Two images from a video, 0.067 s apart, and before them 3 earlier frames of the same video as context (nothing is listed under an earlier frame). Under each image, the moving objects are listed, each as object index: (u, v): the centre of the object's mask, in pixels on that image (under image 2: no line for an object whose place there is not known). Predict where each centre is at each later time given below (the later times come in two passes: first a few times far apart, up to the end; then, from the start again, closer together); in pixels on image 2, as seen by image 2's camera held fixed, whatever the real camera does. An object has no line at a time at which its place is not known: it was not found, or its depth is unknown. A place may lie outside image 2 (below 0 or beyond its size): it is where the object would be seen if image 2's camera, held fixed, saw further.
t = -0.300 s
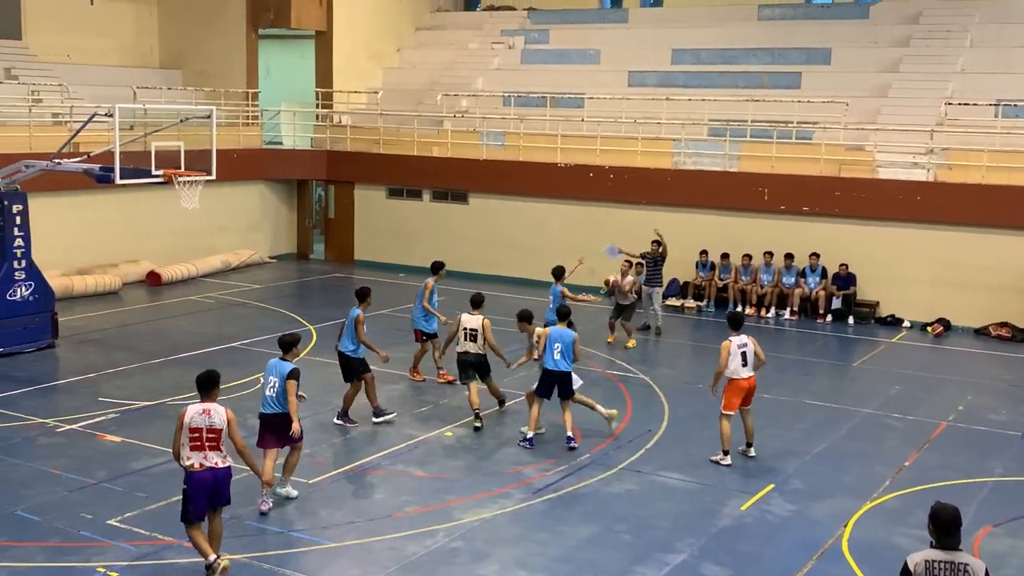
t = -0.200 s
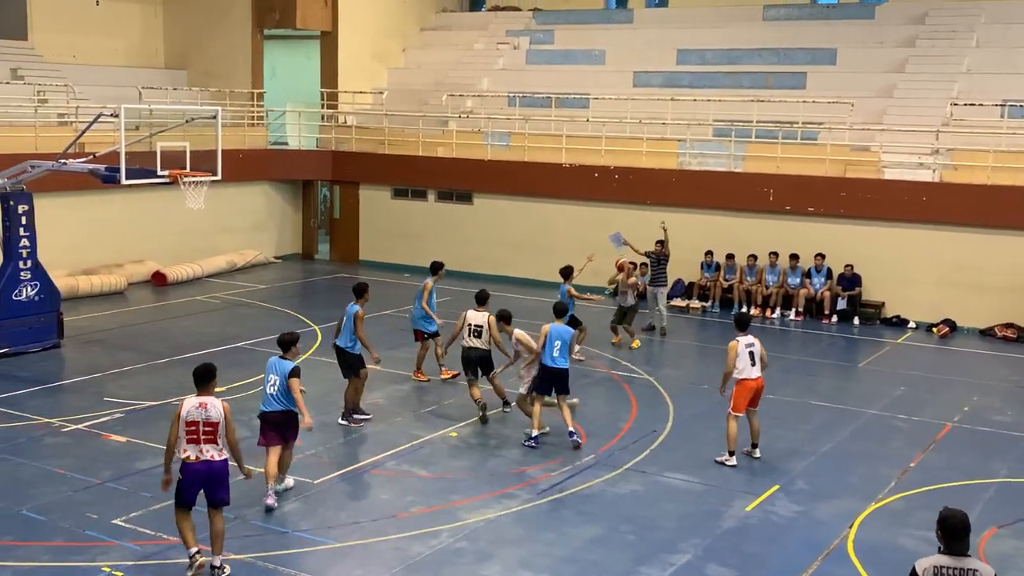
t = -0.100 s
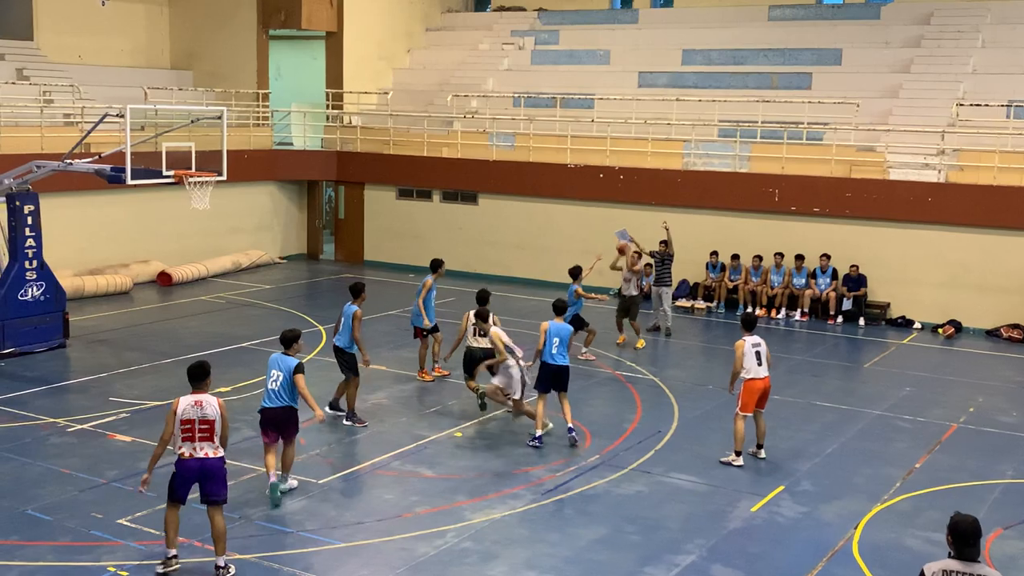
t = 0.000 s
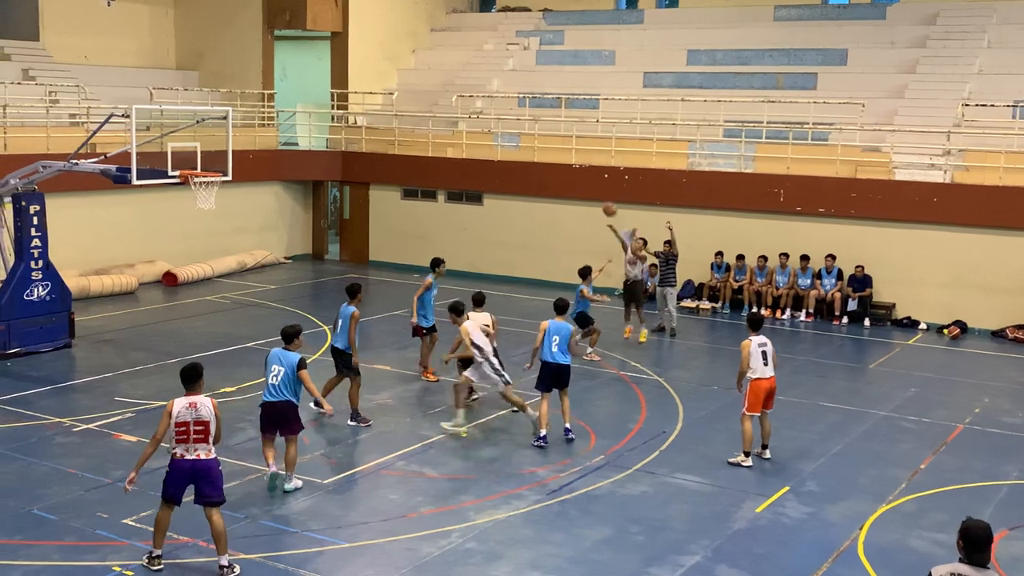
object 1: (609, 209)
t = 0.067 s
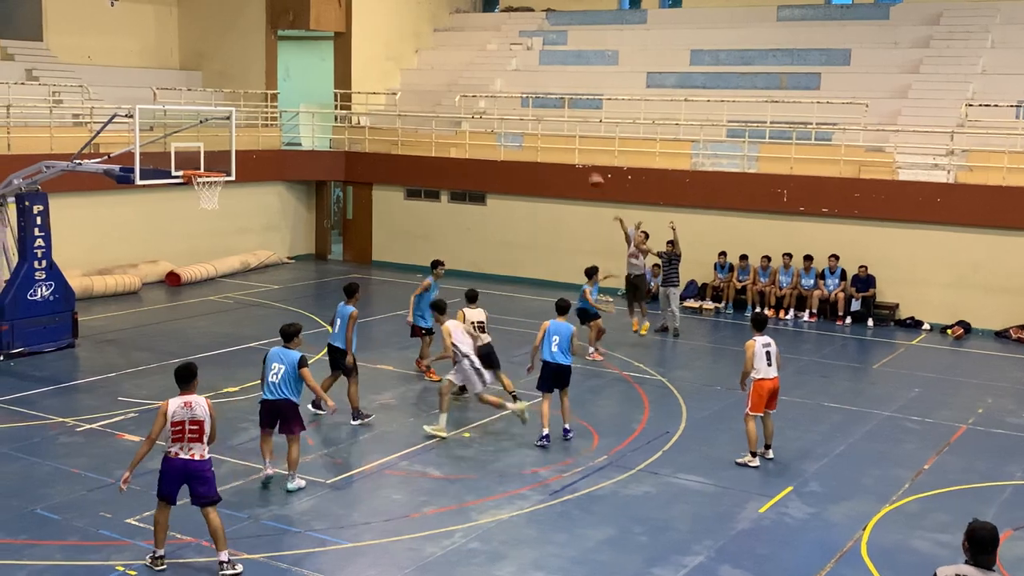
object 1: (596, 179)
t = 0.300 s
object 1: (535, 96)
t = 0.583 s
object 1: (458, 34)
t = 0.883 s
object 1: (369, 23)
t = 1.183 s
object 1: (277, 72)
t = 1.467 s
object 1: (202, 160)
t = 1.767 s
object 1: (237, 135)
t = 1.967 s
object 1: (265, 154)
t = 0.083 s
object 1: (592, 173)
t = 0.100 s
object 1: (589, 166)
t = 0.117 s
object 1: (583, 161)
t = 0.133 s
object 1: (578, 154)
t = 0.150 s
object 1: (575, 147)
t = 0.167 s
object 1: (570, 141)
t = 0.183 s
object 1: (566, 134)
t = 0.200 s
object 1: (562, 129)
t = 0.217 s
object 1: (557, 123)
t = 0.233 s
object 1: (553, 118)
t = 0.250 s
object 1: (549, 112)
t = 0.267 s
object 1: (545, 107)
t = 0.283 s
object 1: (540, 101)
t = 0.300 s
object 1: (535, 96)
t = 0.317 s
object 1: (531, 91)
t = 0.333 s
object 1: (527, 87)
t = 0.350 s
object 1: (522, 82)
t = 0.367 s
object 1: (517, 78)
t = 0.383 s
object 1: (513, 75)
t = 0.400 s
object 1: (509, 70)
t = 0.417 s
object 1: (504, 67)
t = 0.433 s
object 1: (499, 62)
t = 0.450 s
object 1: (495, 58)
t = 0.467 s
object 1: (490, 54)
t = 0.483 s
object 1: (486, 50)
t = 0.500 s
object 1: (481, 48)
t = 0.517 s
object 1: (476, 45)
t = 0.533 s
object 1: (472, 42)
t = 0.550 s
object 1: (467, 39)
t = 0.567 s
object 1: (462, 37)
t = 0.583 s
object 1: (458, 34)
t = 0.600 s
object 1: (453, 32)
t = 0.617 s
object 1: (448, 31)
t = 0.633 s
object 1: (443, 28)
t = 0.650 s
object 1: (439, 27)
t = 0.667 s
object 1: (434, 25)
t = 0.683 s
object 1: (429, 24)
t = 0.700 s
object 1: (424, 23)
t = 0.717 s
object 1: (419, 22)
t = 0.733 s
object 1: (414, 22)
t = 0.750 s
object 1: (409, 21)
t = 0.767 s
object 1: (404, 21)
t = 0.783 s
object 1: (399, 20)
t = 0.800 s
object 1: (394, 20)
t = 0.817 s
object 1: (389, 20)
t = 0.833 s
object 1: (384, 21)
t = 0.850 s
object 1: (379, 23)
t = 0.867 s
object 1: (374, 22)
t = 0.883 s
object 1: (369, 23)
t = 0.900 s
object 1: (364, 24)
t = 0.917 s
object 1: (359, 26)
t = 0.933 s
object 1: (355, 27)
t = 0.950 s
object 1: (350, 28)
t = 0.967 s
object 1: (344, 30)
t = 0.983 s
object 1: (340, 33)
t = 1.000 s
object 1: (334, 35)
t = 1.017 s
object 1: (329, 37)
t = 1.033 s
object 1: (323, 40)
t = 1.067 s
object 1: (313, 46)
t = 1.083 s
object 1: (308, 49)
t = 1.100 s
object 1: (303, 52)
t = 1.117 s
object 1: (297, 56)
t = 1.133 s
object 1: (292, 60)
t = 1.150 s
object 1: (287, 64)
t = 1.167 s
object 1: (282, 68)
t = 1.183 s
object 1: (277, 72)
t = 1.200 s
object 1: (271, 77)
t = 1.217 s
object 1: (266, 82)
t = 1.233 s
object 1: (261, 86)
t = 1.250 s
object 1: (256, 92)
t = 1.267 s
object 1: (250, 97)
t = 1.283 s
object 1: (243, 103)
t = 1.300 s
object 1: (239, 110)
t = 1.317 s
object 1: (235, 115)
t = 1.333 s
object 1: (229, 121)
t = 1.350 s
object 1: (224, 127)
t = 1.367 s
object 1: (219, 134)
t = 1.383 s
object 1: (213, 139)
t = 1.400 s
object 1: (207, 147)
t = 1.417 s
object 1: (202, 152)
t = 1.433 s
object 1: (198, 158)
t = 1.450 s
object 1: (200, 162)
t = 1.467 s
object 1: (202, 160)
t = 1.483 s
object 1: (204, 158)
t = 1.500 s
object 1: (206, 154)
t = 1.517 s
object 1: (208, 151)
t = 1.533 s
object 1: (210, 149)
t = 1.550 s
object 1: (212, 147)
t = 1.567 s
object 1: (213, 145)
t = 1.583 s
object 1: (216, 144)
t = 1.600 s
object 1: (217, 143)
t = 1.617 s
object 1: (219, 141)
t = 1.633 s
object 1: (222, 139)
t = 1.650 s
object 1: (224, 138)
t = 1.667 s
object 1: (226, 137)
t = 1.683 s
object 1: (227, 136)
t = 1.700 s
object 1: (230, 136)
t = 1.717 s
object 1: (231, 136)
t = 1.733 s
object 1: (233, 135)
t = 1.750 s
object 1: (236, 134)
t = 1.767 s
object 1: (237, 135)
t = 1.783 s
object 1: (240, 136)
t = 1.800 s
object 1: (242, 136)
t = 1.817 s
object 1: (244, 137)
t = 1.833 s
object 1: (247, 137)
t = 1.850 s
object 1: (249, 139)
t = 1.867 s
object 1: (251, 140)
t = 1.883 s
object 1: (253, 141)
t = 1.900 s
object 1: (256, 143)
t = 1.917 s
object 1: (257, 145)
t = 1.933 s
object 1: (260, 147)
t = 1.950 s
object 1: (263, 150)
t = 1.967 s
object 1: (265, 154)
